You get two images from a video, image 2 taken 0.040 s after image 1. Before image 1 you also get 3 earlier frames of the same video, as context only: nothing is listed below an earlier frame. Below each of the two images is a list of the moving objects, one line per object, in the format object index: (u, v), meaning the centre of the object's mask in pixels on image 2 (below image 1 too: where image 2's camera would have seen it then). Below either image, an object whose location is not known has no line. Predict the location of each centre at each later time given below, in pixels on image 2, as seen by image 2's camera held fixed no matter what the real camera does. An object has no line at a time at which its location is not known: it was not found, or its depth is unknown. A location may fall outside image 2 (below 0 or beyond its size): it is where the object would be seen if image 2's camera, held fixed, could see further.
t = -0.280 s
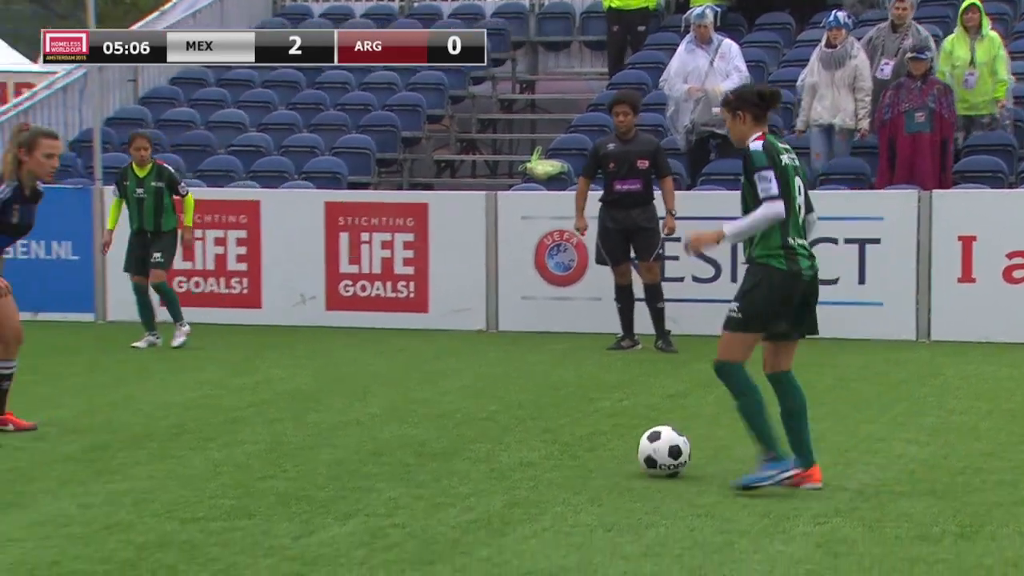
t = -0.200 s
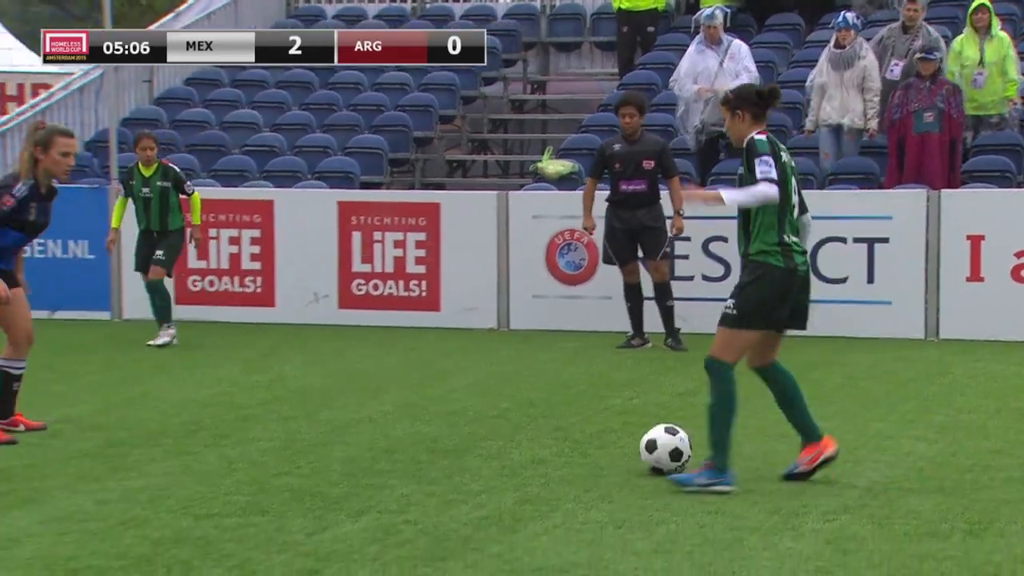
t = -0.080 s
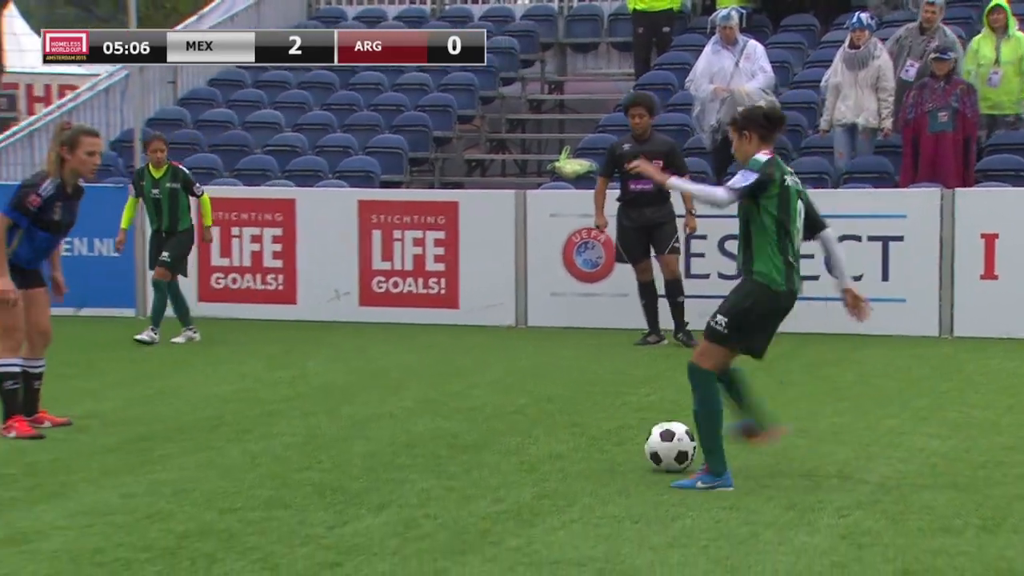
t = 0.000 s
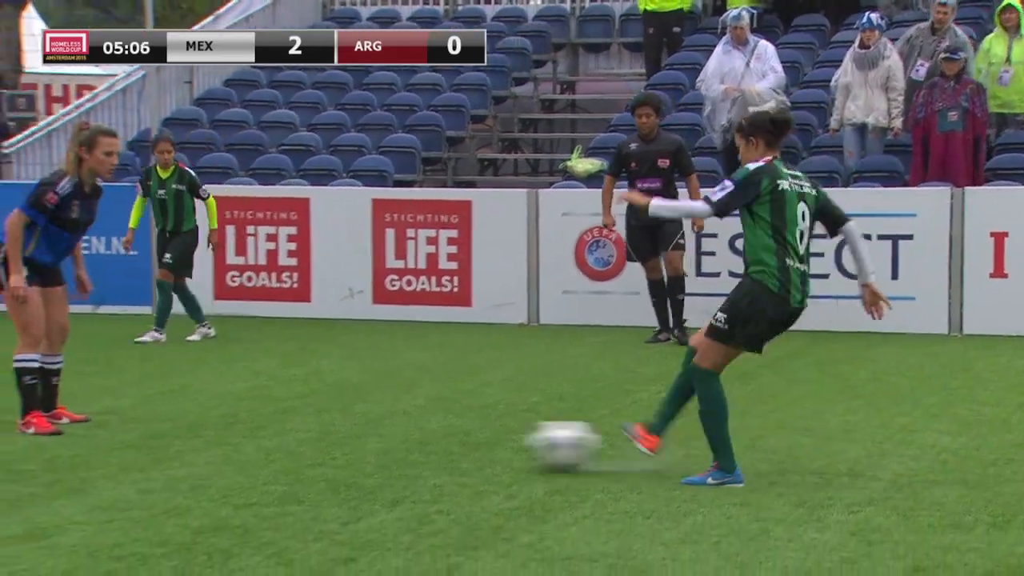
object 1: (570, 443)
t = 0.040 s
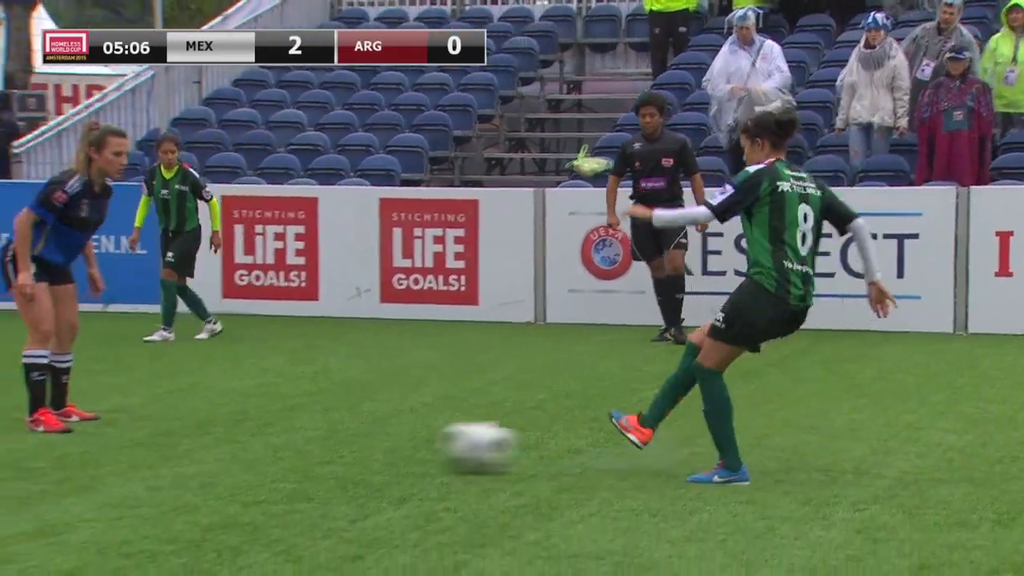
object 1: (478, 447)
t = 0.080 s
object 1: (388, 450)
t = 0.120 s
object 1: (296, 455)
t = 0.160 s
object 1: (205, 459)
